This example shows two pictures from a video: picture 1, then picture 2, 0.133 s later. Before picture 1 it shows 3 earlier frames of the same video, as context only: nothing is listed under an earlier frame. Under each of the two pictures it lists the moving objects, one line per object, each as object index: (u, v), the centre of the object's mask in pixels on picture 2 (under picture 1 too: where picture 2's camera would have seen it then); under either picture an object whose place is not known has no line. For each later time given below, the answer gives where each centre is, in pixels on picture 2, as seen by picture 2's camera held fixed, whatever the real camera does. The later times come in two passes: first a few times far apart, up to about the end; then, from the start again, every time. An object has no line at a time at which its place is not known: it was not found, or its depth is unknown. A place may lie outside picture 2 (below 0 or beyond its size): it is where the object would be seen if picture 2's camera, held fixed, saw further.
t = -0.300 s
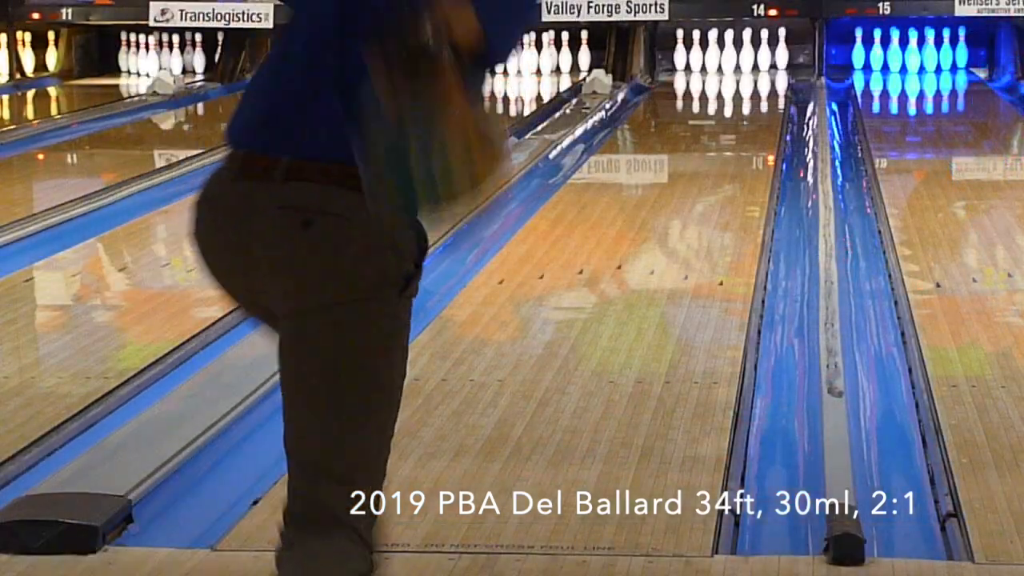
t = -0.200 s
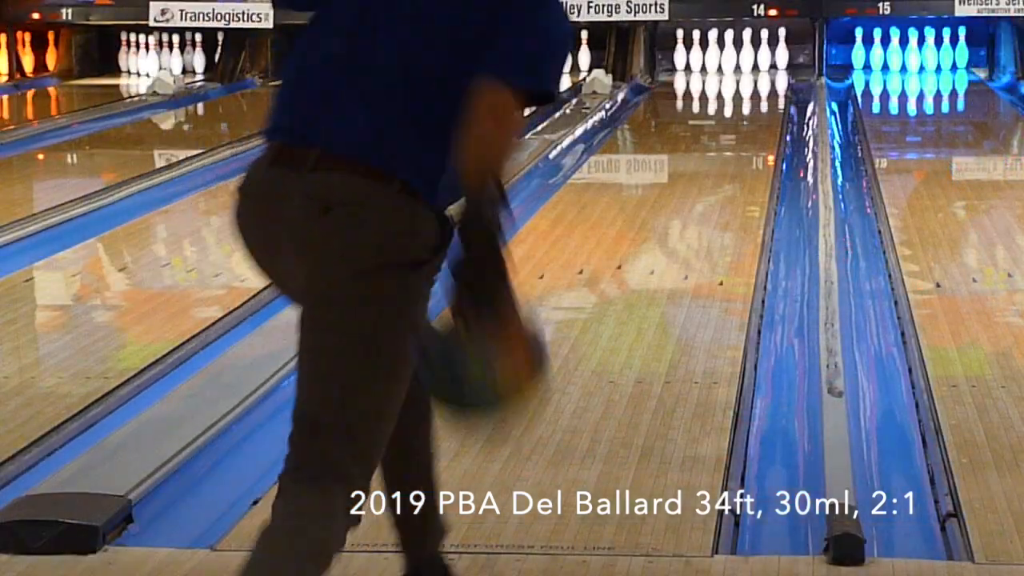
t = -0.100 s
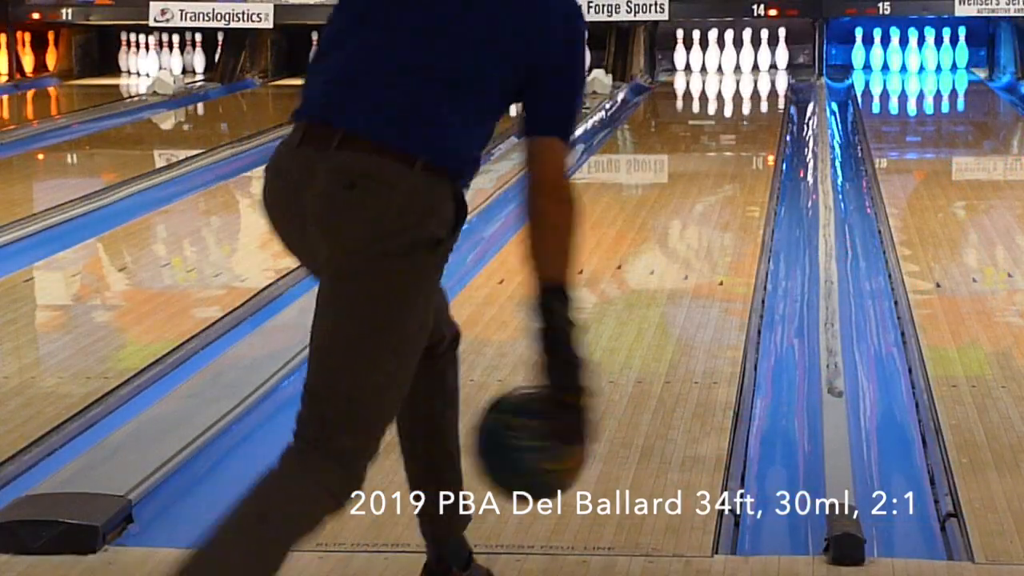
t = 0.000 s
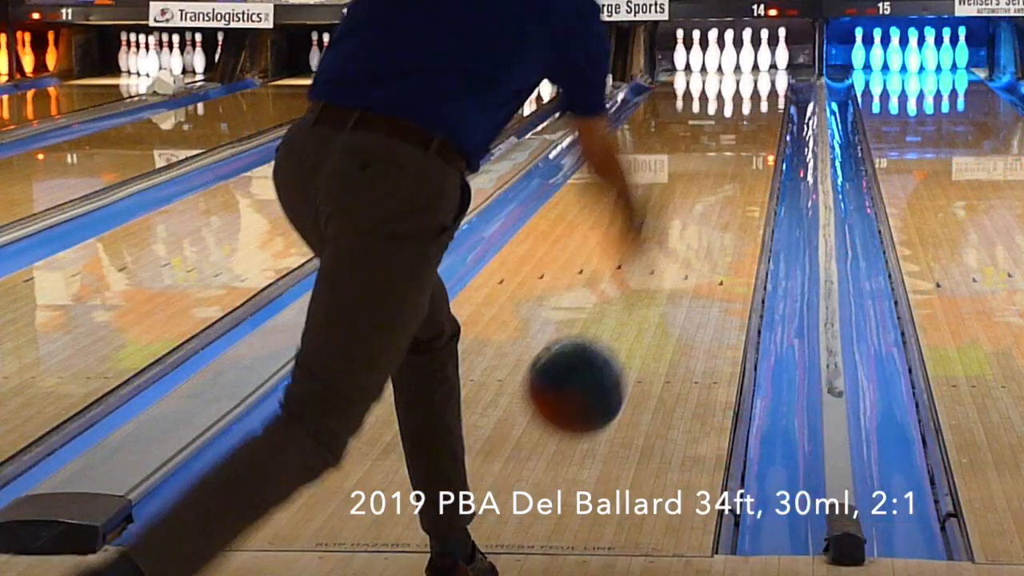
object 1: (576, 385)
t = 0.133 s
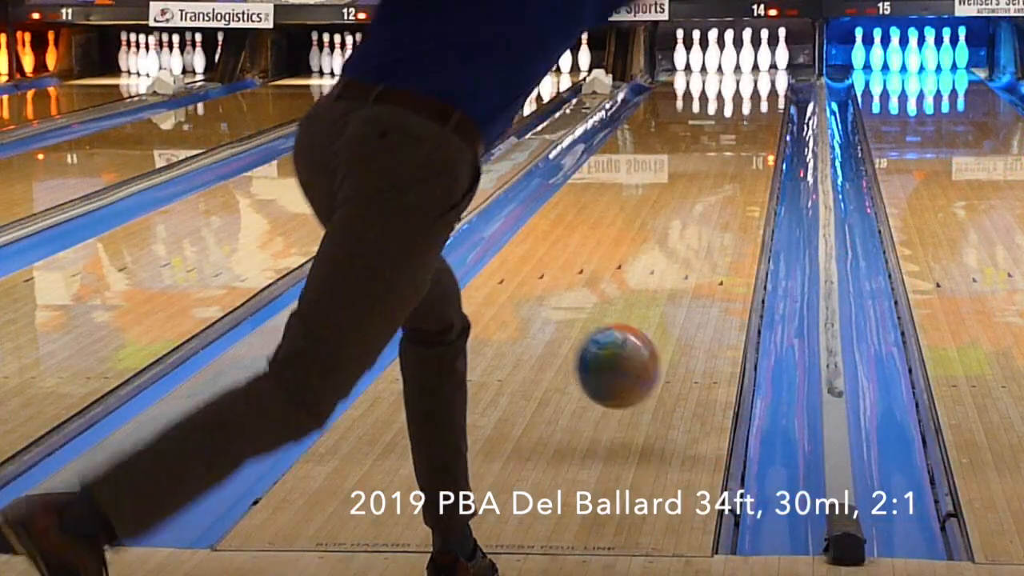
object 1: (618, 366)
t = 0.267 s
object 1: (648, 334)
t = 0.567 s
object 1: (693, 246)
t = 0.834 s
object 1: (716, 192)
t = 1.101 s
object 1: (733, 155)
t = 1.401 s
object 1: (745, 124)
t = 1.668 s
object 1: (749, 103)
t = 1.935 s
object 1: (749, 86)
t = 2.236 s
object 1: (745, 72)
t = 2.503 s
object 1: (740, 63)
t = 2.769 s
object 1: (753, 55)
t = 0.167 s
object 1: (626, 372)
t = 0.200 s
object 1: (635, 371)
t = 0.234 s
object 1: (642, 349)
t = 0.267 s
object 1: (648, 334)
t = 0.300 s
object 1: (654, 325)
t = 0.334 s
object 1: (660, 317)
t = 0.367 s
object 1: (666, 304)
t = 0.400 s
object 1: (671, 295)
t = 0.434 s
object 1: (676, 283)
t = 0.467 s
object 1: (681, 273)
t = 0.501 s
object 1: (685, 263)
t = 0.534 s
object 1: (689, 255)
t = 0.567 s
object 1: (693, 246)
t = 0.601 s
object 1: (696, 238)
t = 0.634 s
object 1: (700, 231)
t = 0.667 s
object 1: (702, 224)
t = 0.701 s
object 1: (705, 218)
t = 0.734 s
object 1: (709, 211)
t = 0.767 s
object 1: (712, 204)
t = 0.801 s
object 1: (714, 198)
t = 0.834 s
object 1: (716, 192)
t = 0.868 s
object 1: (718, 187)
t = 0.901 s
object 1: (719, 181)
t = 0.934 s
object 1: (722, 177)
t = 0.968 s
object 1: (725, 172)
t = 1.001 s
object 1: (727, 168)
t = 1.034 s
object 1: (730, 163)
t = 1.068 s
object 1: (731, 159)
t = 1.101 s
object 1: (733, 155)
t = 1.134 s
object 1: (735, 151)
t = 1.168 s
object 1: (736, 147)
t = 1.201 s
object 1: (737, 143)
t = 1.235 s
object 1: (739, 140)
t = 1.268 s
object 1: (740, 136)
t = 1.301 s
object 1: (742, 133)
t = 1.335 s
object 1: (743, 130)
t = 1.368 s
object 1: (744, 127)
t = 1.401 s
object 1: (745, 124)
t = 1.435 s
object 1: (745, 121)
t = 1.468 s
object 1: (745, 118)
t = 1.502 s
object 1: (745, 116)
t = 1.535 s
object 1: (748, 113)
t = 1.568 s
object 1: (748, 110)
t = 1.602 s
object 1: (749, 107)
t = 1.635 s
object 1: (748, 105)
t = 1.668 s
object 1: (749, 103)
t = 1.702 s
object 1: (749, 101)
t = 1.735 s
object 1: (750, 98)
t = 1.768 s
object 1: (750, 95)
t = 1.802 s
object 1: (750, 94)
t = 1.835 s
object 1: (750, 92)
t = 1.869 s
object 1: (749, 91)
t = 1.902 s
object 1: (749, 88)
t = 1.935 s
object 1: (749, 86)
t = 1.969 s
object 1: (749, 84)
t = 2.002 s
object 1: (749, 83)
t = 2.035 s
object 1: (748, 81)
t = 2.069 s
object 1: (749, 80)
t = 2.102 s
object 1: (748, 78)
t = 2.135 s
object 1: (747, 77)
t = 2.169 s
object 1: (746, 75)
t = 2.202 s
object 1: (746, 74)
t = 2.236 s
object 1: (745, 72)
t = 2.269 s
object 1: (745, 71)
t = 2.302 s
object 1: (744, 70)
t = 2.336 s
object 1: (743, 68)
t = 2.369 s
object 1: (742, 66)
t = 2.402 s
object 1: (741, 65)
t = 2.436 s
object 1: (740, 65)
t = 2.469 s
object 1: (739, 64)
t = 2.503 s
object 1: (740, 63)
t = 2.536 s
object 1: (742, 63)
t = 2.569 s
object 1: (743, 62)
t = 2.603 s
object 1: (744, 60)
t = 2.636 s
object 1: (745, 60)
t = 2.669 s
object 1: (747, 61)
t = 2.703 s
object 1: (749, 59)
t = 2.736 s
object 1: (752, 58)
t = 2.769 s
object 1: (753, 55)
